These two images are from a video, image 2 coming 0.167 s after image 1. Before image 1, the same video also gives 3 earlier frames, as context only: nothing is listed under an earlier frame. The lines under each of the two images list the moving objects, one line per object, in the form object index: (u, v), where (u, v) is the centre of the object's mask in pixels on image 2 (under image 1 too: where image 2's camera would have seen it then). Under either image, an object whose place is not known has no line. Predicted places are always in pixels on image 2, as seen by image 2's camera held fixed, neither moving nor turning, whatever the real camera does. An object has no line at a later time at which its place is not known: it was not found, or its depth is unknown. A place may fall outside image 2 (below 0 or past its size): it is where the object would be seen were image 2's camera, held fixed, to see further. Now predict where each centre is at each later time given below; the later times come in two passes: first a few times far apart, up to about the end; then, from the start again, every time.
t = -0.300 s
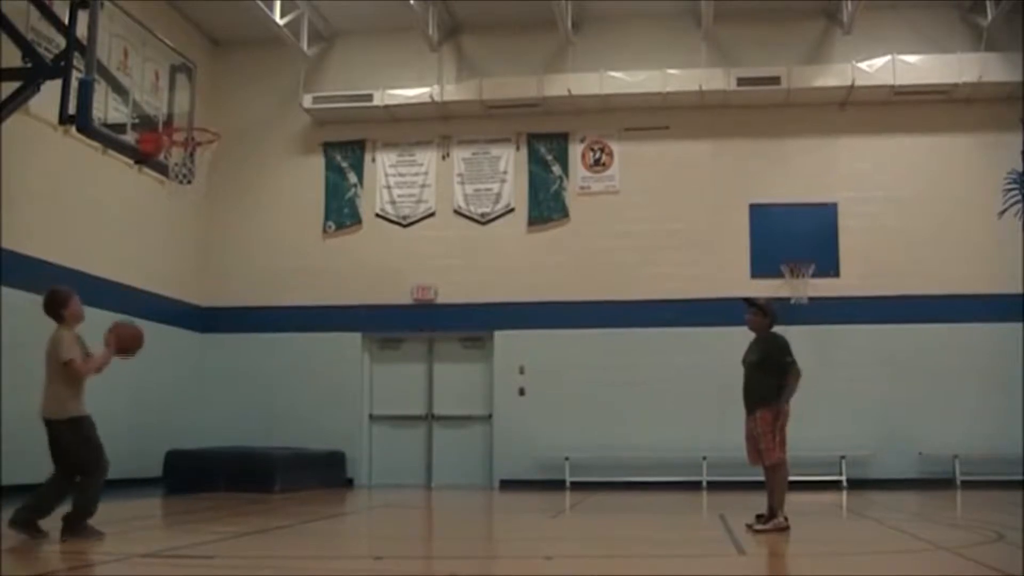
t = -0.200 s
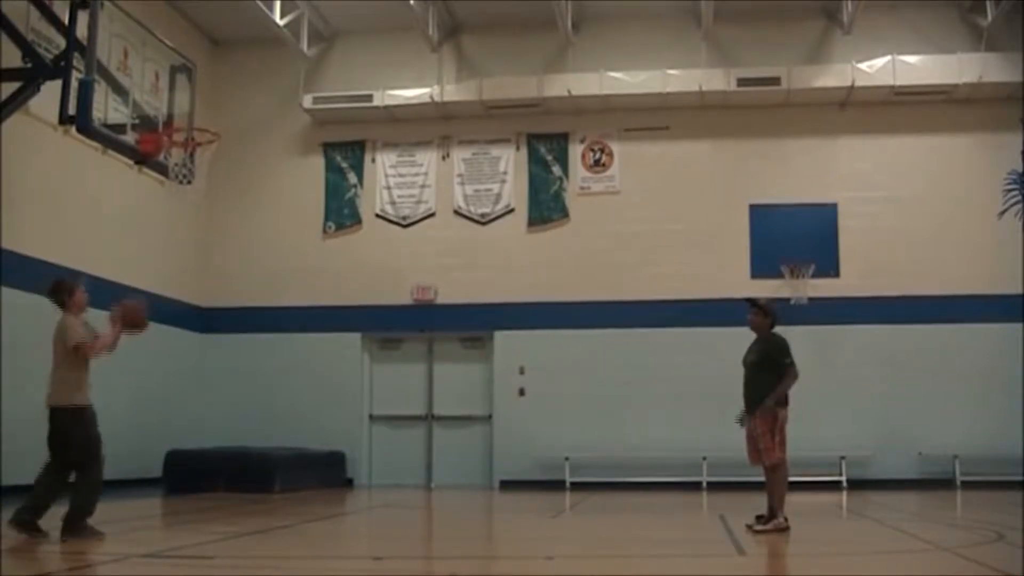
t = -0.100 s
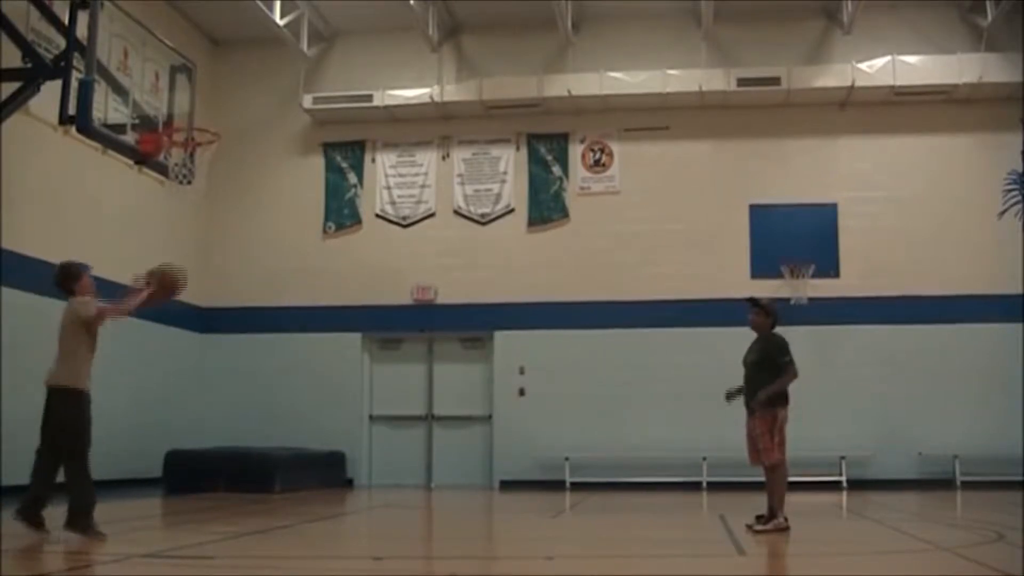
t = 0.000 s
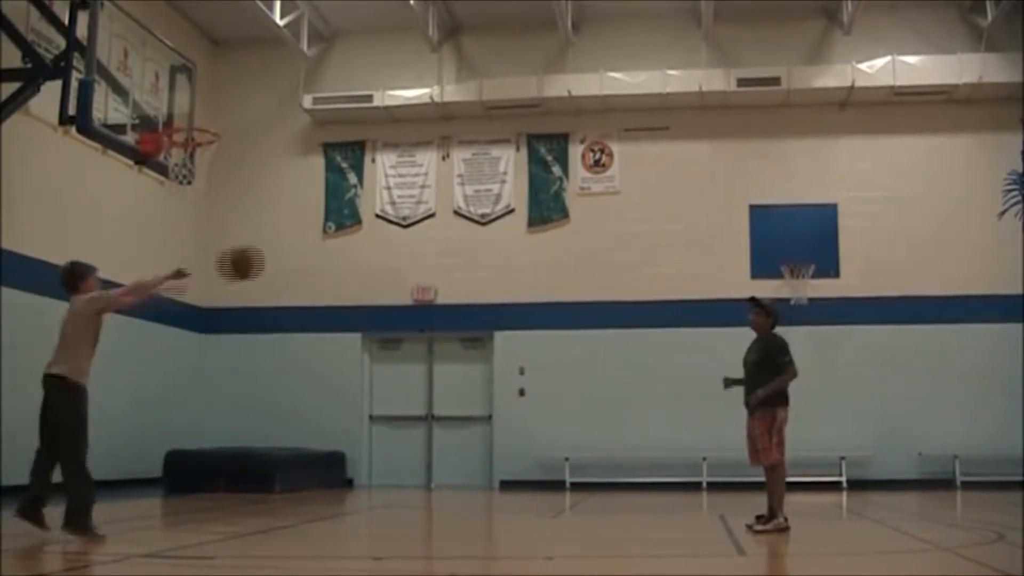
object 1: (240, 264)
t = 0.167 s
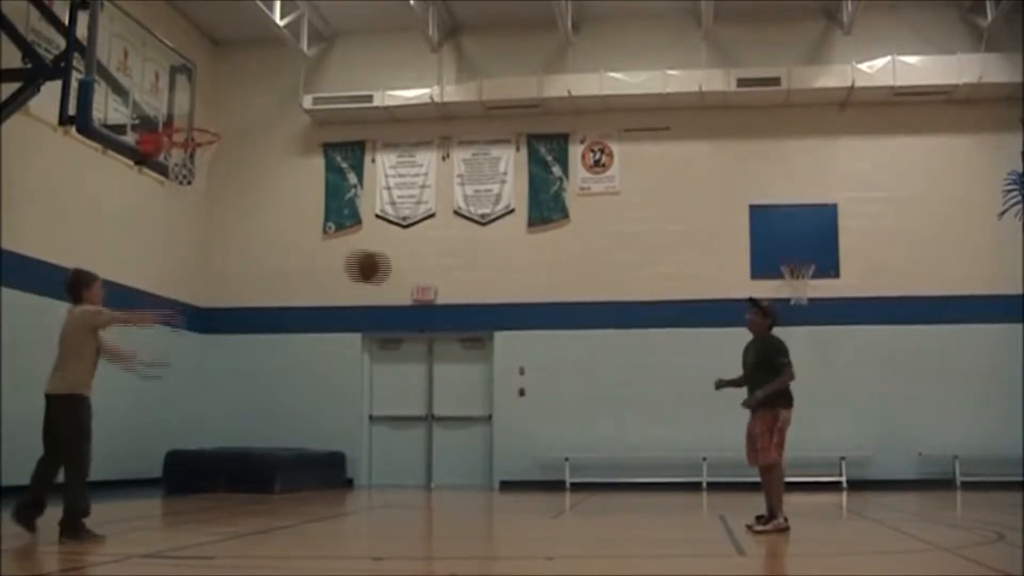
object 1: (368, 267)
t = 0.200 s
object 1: (391, 272)
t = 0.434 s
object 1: (548, 349)
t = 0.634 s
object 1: (665, 463)
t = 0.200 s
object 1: (391, 272)
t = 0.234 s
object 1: (415, 279)
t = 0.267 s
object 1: (436, 288)
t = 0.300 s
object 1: (460, 293)
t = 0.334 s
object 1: (481, 302)
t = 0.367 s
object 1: (504, 321)
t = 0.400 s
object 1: (528, 335)
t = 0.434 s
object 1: (548, 349)
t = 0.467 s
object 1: (569, 366)
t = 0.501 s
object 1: (589, 383)
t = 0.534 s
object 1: (608, 402)
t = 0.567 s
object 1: (627, 421)
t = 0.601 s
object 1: (647, 443)
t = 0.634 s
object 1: (665, 463)
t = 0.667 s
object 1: (685, 490)
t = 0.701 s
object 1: (701, 509)
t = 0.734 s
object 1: (711, 499)
